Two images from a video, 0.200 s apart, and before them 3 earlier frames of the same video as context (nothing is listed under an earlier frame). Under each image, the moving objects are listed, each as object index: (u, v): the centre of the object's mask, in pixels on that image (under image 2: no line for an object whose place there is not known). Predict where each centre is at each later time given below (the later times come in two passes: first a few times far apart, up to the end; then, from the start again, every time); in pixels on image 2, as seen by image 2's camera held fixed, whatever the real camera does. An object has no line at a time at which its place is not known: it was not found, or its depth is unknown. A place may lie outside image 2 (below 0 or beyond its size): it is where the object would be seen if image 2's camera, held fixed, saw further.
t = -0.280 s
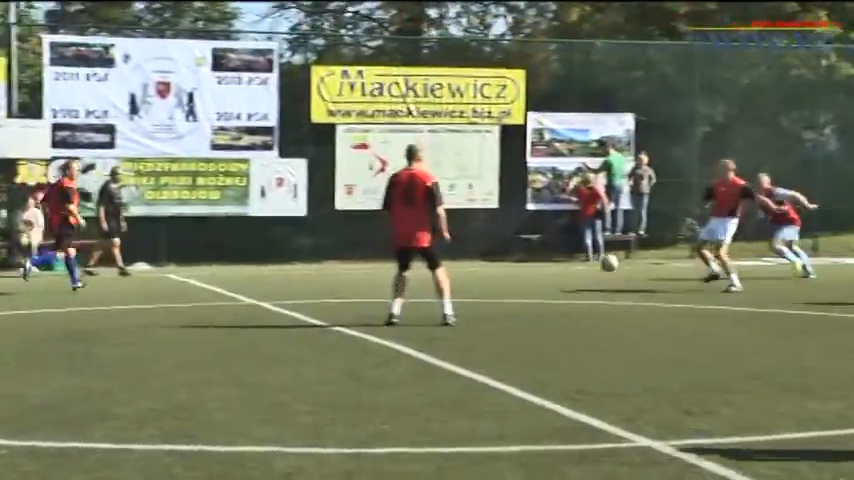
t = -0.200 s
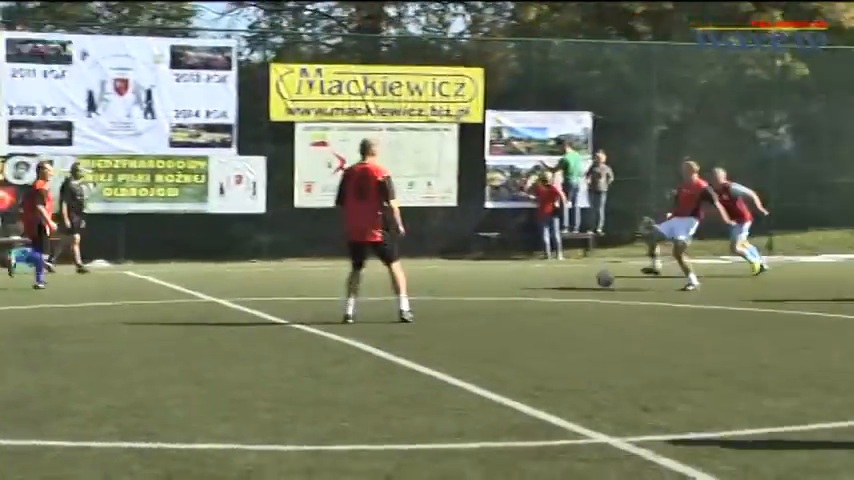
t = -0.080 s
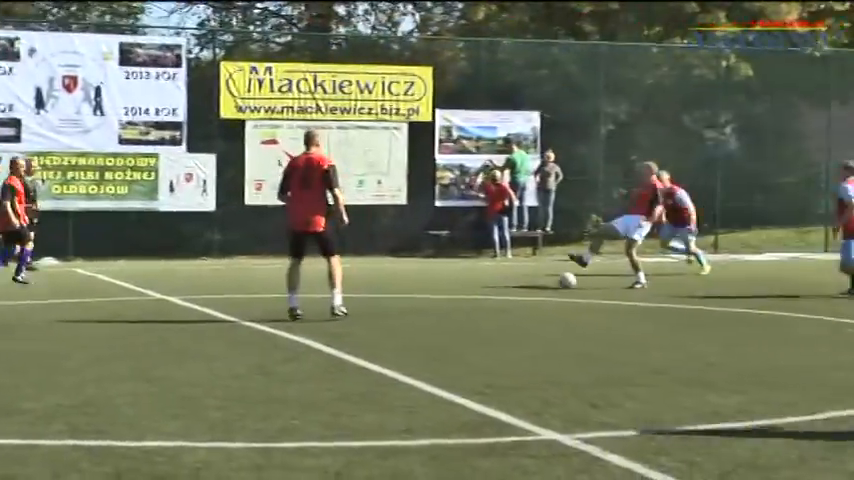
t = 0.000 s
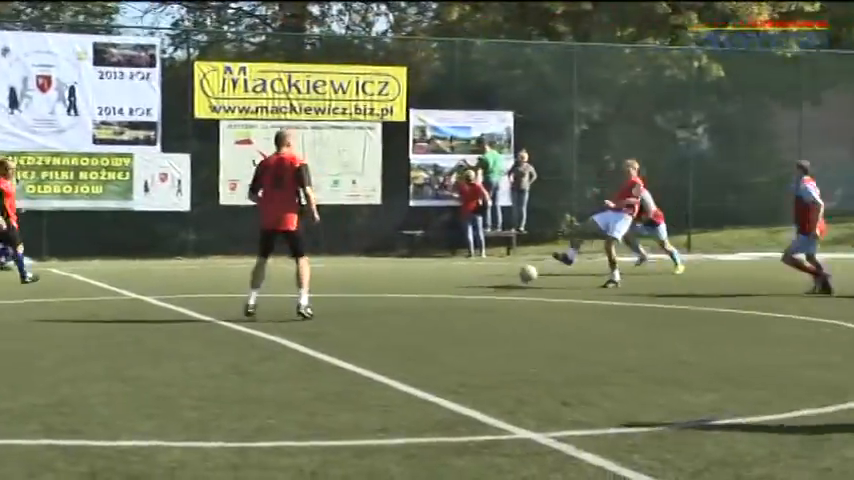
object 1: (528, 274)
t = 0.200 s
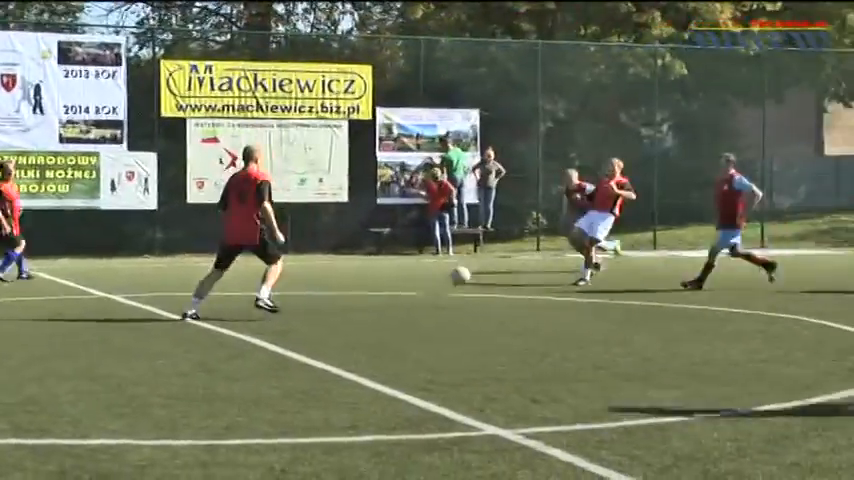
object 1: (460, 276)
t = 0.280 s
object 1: (446, 287)
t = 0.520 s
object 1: (415, 286)
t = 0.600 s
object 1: (405, 294)
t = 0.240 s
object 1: (453, 280)
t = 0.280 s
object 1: (446, 287)
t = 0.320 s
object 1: (441, 284)
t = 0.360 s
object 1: (435, 281)
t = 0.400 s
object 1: (431, 281)
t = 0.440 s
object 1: (426, 281)
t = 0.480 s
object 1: (420, 282)
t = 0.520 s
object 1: (415, 286)
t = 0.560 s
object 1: (410, 291)
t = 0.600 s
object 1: (405, 294)
